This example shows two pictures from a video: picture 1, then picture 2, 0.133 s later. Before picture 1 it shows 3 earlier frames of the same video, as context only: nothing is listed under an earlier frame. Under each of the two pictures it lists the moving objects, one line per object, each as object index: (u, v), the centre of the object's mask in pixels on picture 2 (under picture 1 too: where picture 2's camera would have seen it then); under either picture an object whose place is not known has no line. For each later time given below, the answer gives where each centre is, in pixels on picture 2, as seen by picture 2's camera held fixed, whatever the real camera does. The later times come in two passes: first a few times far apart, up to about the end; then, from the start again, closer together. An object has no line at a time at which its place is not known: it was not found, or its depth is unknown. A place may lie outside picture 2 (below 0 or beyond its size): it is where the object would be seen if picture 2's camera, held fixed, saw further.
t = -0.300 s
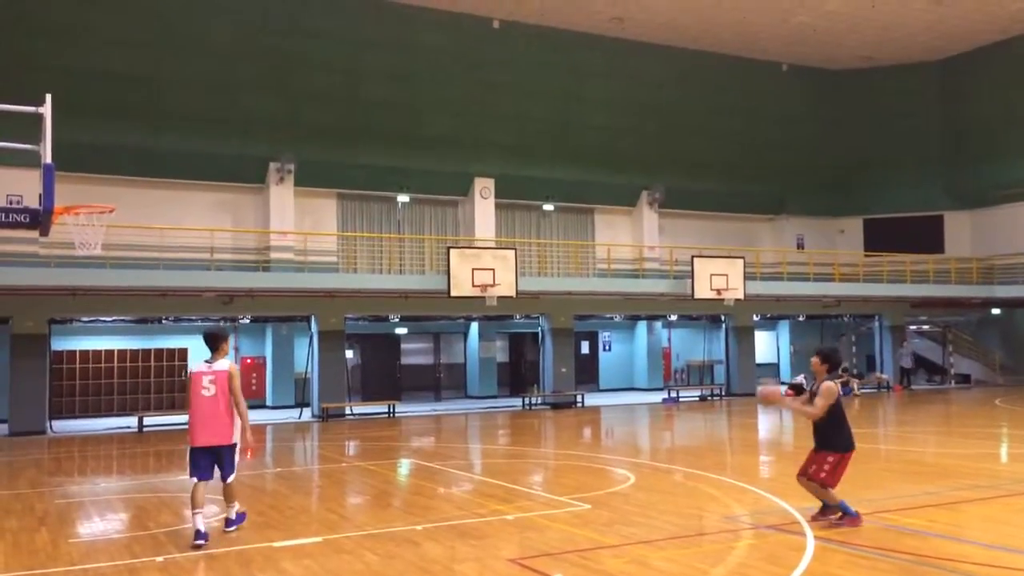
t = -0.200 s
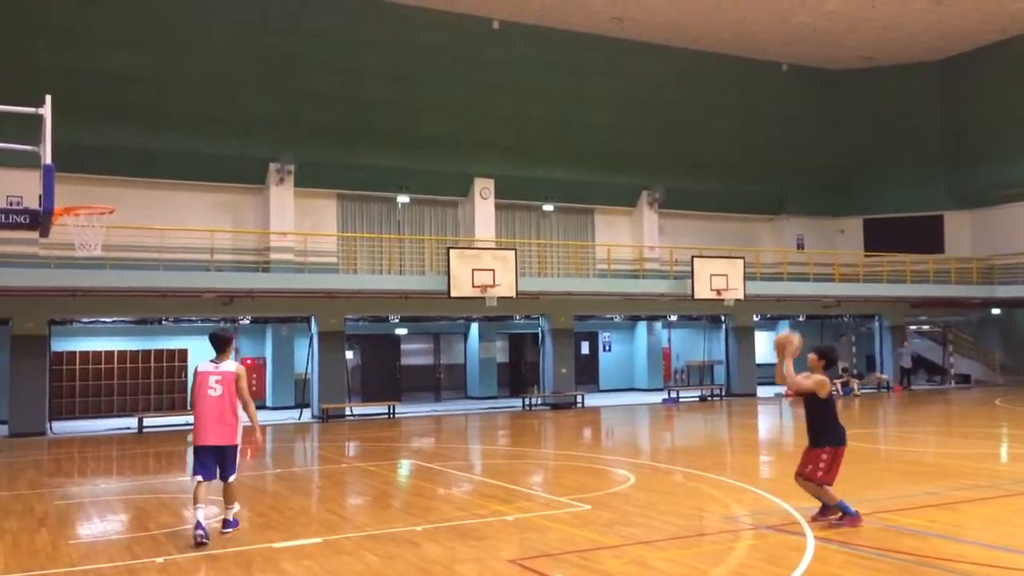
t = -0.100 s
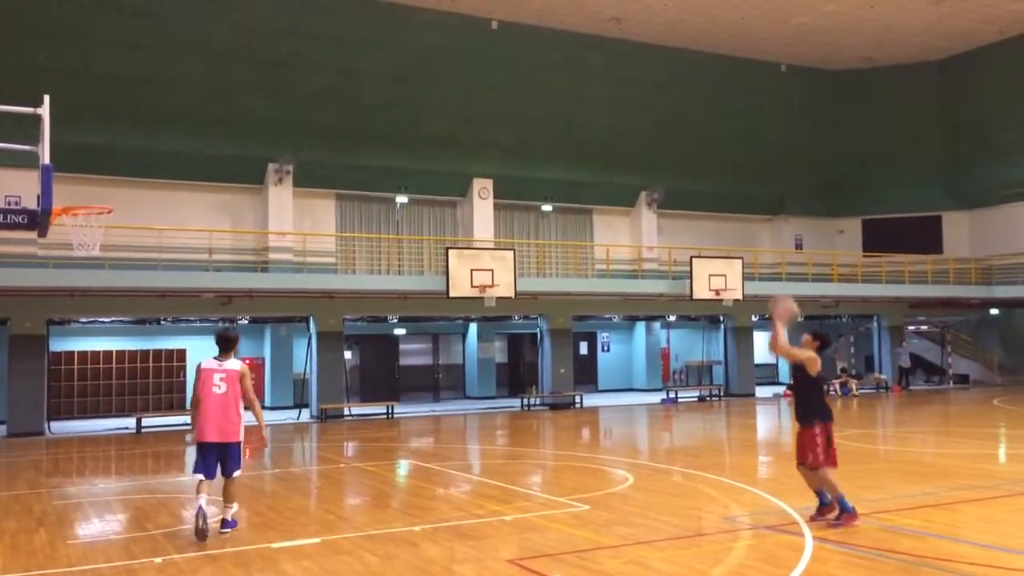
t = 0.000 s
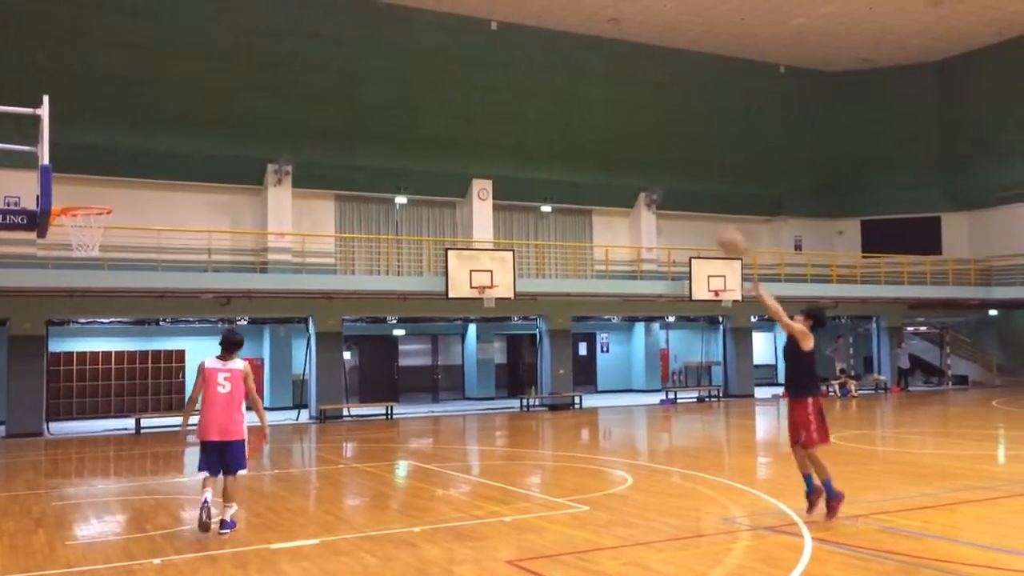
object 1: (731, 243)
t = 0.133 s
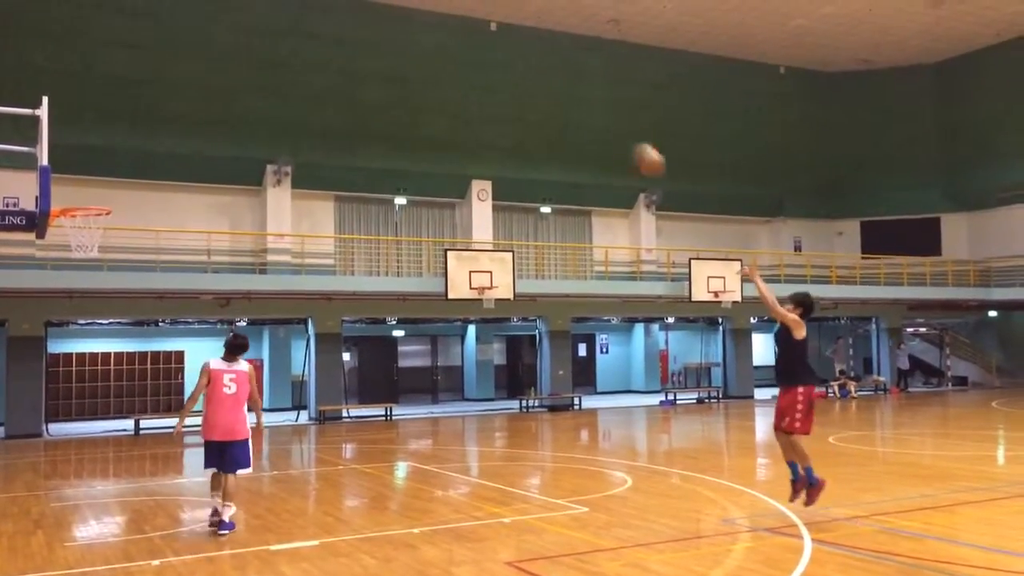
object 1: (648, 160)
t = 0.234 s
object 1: (592, 112)
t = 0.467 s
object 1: (465, 44)
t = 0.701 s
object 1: (345, 30)
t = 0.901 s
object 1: (248, 59)
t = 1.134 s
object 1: (139, 141)
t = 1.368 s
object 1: (69, 191)
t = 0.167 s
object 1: (629, 143)
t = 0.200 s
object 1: (610, 127)
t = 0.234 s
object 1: (592, 112)
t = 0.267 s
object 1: (574, 99)
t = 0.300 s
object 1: (555, 86)
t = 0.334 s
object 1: (537, 75)
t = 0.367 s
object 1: (518, 66)
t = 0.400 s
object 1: (500, 58)
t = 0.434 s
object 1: (483, 50)
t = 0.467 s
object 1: (465, 44)
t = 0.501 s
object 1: (448, 38)
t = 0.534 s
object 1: (430, 34)
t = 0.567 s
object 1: (413, 31)
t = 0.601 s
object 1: (396, 29)
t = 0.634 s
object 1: (379, 28)
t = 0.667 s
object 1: (363, 28)
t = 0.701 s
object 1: (345, 30)
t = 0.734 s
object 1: (329, 31)
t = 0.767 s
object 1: (313, 34)
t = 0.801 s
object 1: (297, 39)
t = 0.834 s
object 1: (281, 44)
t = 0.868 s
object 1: (265, 51)
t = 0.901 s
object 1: (248, 59)
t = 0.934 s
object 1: (233, 68)
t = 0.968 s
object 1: (217, 77)
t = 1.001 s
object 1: (201, 88)
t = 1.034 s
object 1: (184, 100)
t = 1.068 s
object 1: (169, 112)
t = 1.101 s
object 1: (153, 126)
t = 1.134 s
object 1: (139, 141)
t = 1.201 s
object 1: (110, 172)
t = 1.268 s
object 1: (82, 199)
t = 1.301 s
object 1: (72, 201)
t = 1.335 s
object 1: (69, 198)
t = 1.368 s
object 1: (69, 191)
